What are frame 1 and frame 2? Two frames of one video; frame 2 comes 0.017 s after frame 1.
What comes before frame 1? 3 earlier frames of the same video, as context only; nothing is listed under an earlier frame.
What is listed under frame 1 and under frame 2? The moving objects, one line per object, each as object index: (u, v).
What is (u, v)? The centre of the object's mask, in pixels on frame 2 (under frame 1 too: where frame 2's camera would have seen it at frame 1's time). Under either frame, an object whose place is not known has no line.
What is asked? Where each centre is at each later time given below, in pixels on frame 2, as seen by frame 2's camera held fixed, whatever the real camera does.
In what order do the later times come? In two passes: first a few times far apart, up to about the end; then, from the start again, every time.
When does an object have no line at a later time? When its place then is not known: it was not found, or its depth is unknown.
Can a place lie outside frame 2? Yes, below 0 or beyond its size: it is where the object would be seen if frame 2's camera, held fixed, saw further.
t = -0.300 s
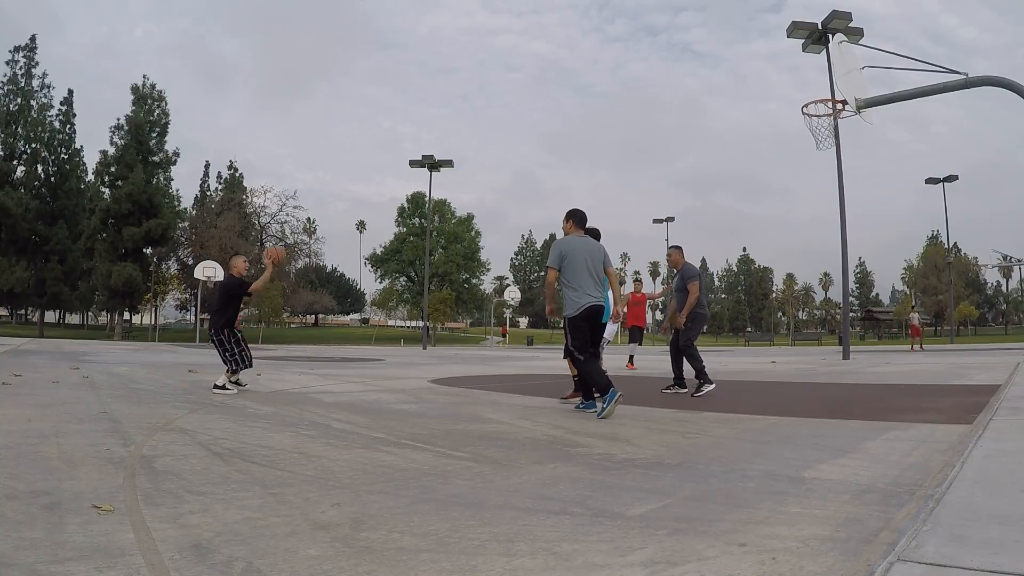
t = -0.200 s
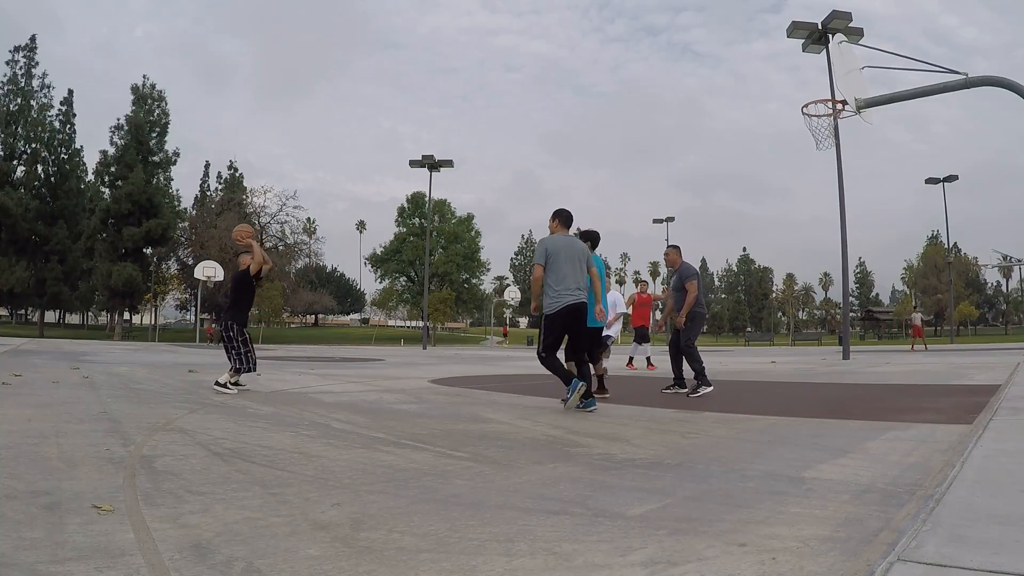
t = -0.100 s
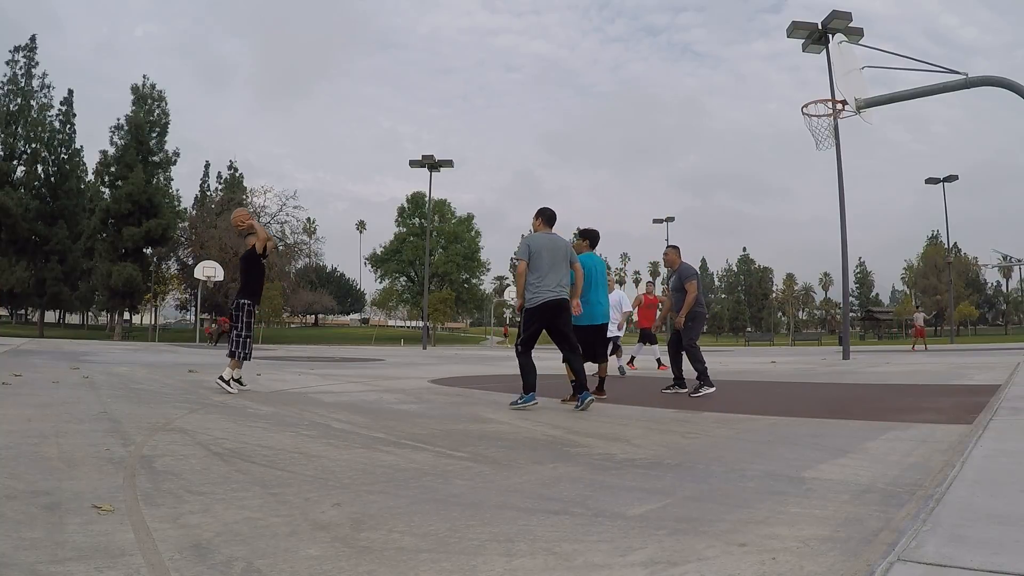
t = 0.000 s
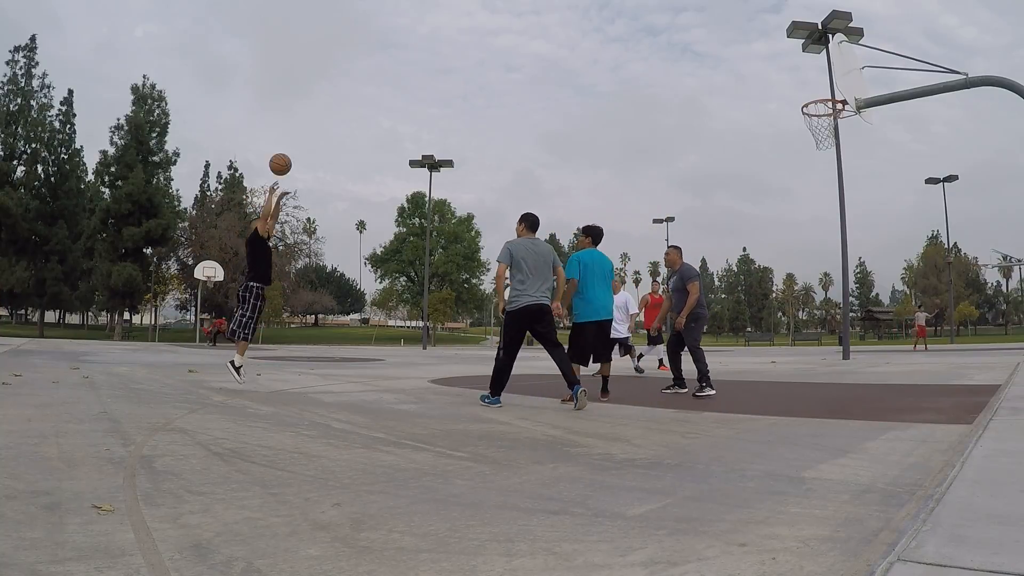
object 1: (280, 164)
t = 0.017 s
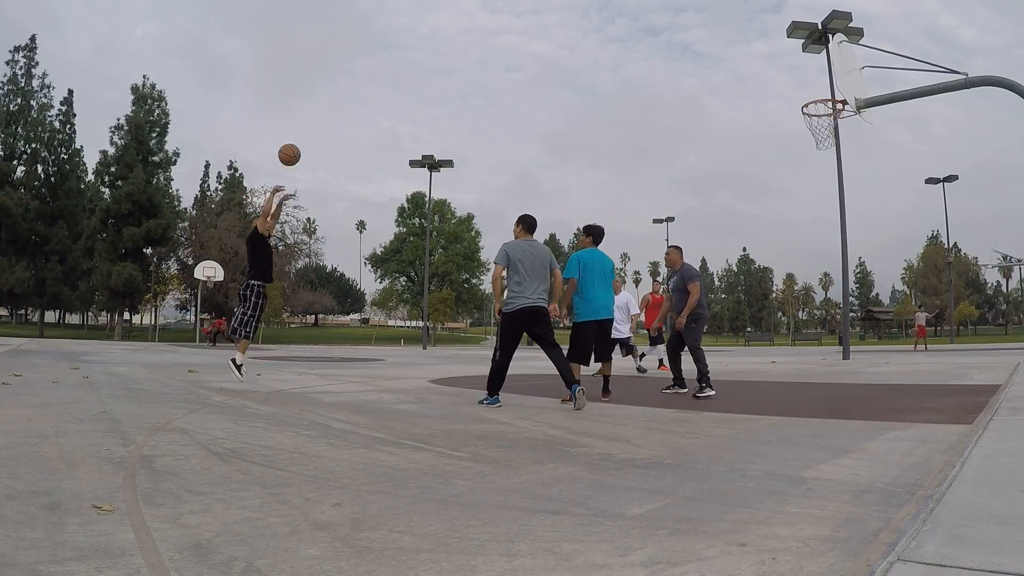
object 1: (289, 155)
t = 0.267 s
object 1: (426, 46)
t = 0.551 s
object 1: (574, 4)
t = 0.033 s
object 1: (298, 145)
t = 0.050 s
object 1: (307, 136)
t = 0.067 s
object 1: (316, 127)
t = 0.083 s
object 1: (326, 119)
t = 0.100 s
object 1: (335, 111)
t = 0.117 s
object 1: (344, 103)
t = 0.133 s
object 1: (353, 96)
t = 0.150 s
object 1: (362, 88)
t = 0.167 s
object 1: (371, 82)
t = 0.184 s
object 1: (380, 75)
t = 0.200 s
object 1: (390, 69)
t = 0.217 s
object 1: (399, 63)
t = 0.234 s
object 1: (408, 57)
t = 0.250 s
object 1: (417, 51)
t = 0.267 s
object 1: (426, 46)
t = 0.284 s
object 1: (435, 41)
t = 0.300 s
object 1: (444, 37)
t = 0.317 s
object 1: (453, 32)
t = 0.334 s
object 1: (462, 28)
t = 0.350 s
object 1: (471, 25)
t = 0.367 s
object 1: (479, 21)
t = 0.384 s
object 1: (488, 18)
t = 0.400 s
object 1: (497, 15)
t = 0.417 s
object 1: (506, 12)
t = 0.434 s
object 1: (514, 10)
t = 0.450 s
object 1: (523, 8)
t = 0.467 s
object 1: (532, 7)
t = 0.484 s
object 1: (540, 6)
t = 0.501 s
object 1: (549, 5)
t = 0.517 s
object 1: (557, 5)
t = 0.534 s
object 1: (565, 4)
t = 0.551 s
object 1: (574, 4)
